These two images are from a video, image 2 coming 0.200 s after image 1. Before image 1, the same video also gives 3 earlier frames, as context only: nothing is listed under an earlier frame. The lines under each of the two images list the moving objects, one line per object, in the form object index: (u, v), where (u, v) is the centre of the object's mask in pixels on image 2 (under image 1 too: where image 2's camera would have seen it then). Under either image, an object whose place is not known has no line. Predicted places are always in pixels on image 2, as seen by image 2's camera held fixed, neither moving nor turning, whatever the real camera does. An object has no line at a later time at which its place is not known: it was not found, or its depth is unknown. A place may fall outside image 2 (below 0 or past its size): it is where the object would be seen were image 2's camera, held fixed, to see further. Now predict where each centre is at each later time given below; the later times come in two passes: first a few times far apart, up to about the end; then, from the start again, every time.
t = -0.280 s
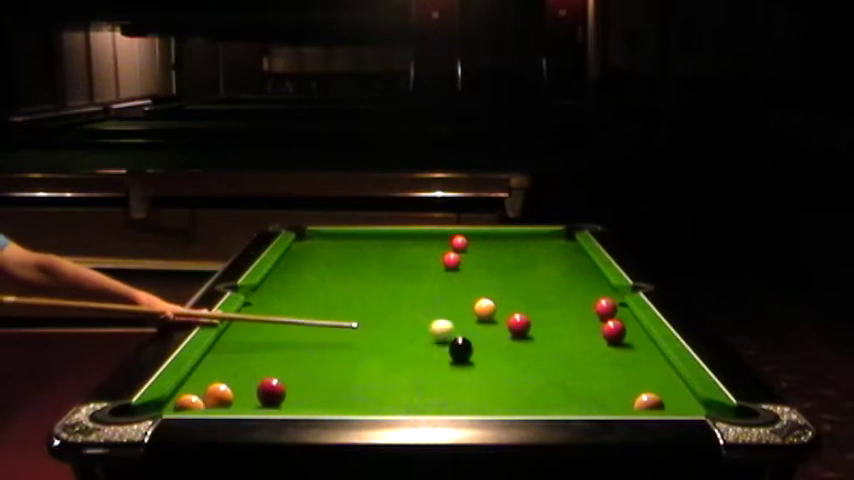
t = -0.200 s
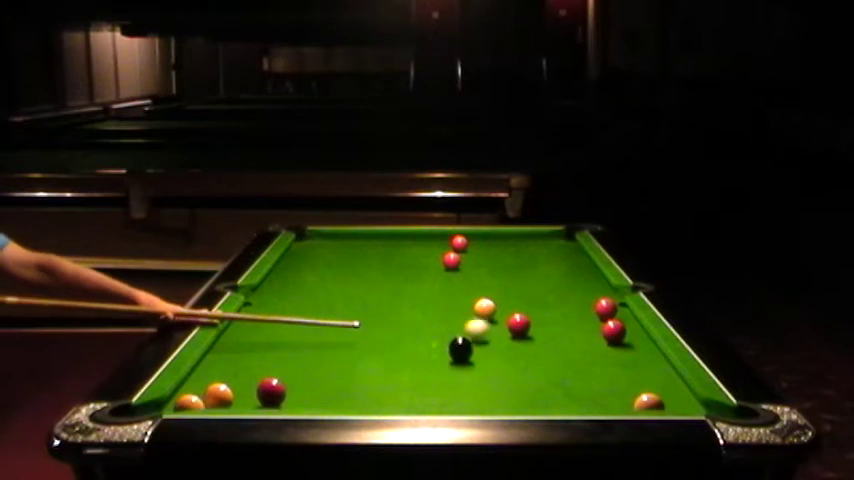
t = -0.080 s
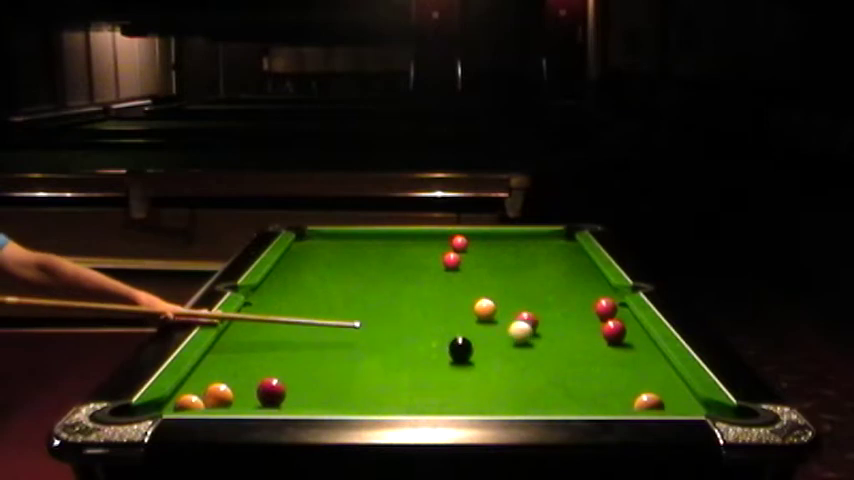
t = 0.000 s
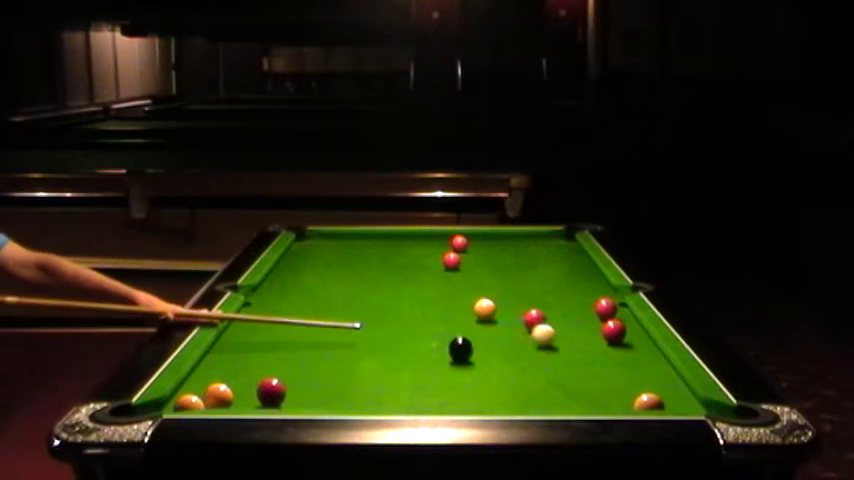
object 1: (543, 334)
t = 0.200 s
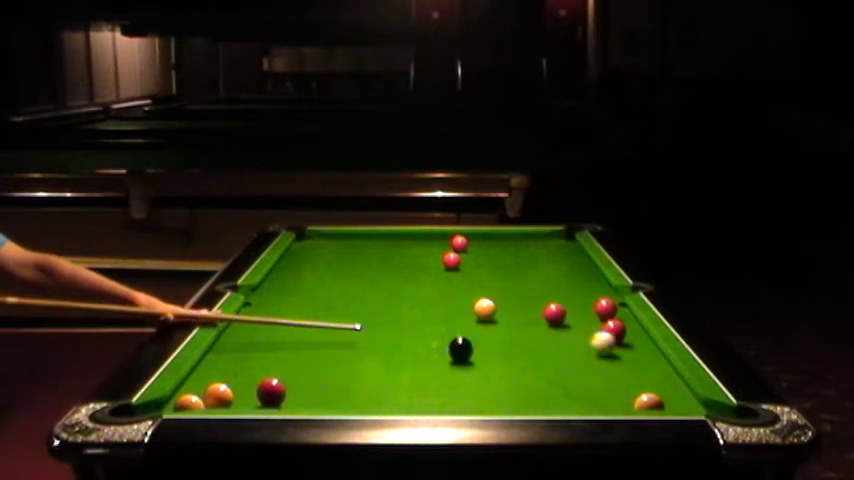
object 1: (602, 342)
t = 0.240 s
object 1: (614, 343)
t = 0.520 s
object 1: (623, 353)
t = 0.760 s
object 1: (582, 361)
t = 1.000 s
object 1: (543, 367)
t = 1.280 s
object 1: (498, 373)
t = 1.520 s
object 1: (461, 377)
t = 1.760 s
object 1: (426, 383)
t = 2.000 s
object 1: (393, 388)
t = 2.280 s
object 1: (358, 393)
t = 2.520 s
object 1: (331, 396)
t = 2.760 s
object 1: (307, 398)
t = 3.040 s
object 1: (283, 400)
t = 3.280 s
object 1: (267, 401)
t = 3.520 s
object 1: (254, 402)
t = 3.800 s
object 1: (244, 403)
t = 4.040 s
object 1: (242, 403)
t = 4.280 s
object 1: (242, 403)
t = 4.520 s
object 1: (242, 403)
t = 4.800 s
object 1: (242, 403)
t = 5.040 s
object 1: (242, 403)
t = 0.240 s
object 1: (614, 343)
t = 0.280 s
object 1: (627, 346)
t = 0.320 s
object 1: (639, 347)
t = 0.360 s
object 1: (649, 348)
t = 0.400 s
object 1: (643, 351)
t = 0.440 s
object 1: (636, 351)
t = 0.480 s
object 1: (630, 352)
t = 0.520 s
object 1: (623, 353)
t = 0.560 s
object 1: (616, 354)
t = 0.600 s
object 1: (610, 356)
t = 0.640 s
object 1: (603, 357)
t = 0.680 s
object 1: (596, 358)
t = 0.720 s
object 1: (589, 360)
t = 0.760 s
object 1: (582, 361)
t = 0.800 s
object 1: (576, 361)
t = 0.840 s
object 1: (569, 362)
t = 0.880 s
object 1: (563, 363)
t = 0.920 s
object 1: (556, 365)
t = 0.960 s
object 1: (550, 366)
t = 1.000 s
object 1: (543, 367)
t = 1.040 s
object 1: (537, 367)
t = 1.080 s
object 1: (530, 368)
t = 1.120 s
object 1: (524, 369)
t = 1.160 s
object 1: (517, 370)
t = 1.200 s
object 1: (511, 371)
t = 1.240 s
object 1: (504, 372)
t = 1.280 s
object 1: (498, 373)
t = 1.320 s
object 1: (492, 374)
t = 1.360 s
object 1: (486, 375)
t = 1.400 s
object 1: (480, 375)
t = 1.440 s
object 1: (474, 377)
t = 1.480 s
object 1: (468, 377)
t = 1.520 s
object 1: (461, 377)
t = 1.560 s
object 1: (455, 379)
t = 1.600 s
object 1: (449, 380)
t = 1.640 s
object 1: (444, 381)
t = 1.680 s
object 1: (438, 381)
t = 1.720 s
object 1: (432, 382)
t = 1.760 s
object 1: (426, 383)
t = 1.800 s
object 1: (421, 385)
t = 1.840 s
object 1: (415, 384)
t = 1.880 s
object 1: (409, 385)
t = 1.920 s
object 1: (404, 386)
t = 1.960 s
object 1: (399, 387)
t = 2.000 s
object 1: (393, 388)
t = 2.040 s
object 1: (388, 389)
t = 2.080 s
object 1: (383, 389)
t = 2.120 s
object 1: (377, 390)
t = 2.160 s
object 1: (373, 390)
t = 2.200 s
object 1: (368, 392)
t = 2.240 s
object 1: (363, 392)
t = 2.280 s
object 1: (358, 393)
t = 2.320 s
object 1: (353, 393)
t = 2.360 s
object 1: (349, 394)
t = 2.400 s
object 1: (344, 394)
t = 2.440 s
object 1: (340, 395)
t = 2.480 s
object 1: (336, 395)
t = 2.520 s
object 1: (331, 396)
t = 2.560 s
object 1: (327, 396)
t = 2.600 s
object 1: (322, 396)
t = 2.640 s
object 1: (319, 396)
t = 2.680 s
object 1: (315, 397)
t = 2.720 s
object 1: (311, 397)
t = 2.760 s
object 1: (307, 398)
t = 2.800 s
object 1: (303, 398)
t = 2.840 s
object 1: (300, 398)
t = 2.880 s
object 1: (296, 398)
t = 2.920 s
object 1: (293, 399)
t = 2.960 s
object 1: (289, 399)
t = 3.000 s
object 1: (286, 400)
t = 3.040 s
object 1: (283, 400)
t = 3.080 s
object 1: (280, 400)
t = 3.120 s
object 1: (277, 400)
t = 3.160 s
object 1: (274, 400)
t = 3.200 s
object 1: (271, 400)
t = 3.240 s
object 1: (268, 401)
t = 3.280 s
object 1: (267, 401)
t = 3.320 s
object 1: (264, 401)
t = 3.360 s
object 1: (262, 401)
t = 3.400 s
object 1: (260, 401)
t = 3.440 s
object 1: (258, 401)
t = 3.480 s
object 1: (256, 402)
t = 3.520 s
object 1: (254, 402)
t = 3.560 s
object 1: (253, 402)
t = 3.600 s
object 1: (251, 402)
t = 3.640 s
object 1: (249, 402)
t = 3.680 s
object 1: (248, 402)
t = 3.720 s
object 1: (246, 403)
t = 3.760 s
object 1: (245, 402)
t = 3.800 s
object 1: (244, 403)
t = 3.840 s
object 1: (243, 403)
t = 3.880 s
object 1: (242, 403)
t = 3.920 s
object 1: (242, 403)
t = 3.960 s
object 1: (242, 403)
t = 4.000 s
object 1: (242, 403)
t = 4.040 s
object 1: (242, 403)
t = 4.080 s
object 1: (242, 403)
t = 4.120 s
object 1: (242, 403)
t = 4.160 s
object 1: (242, 403)
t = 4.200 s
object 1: (242, 403)
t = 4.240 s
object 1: (242, 403)
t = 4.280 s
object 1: (242, 403)
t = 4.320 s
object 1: (242, 403)
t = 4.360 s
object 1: (242, 403)
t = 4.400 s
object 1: (242, 403)
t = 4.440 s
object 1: (242, 403)
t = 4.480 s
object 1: (242, 403)
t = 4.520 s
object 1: (242, 403)
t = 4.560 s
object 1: (242, 403)
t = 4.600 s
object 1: (242, 403)
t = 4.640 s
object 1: (242, 403)
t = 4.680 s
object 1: (242, 403)
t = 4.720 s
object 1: (242, 403)
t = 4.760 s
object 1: (242, 403)
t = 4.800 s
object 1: (242, 403)
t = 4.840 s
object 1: (242, 403)
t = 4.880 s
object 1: (242, 403)
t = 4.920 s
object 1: (242, 403)
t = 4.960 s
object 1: (242, 403)
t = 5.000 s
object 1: (242, 403)
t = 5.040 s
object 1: (242, 403)
